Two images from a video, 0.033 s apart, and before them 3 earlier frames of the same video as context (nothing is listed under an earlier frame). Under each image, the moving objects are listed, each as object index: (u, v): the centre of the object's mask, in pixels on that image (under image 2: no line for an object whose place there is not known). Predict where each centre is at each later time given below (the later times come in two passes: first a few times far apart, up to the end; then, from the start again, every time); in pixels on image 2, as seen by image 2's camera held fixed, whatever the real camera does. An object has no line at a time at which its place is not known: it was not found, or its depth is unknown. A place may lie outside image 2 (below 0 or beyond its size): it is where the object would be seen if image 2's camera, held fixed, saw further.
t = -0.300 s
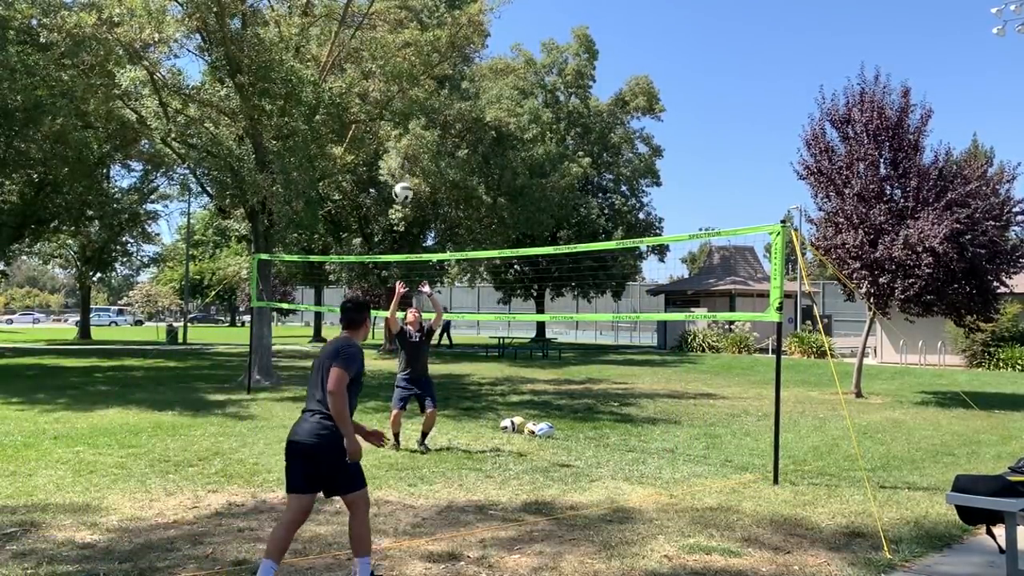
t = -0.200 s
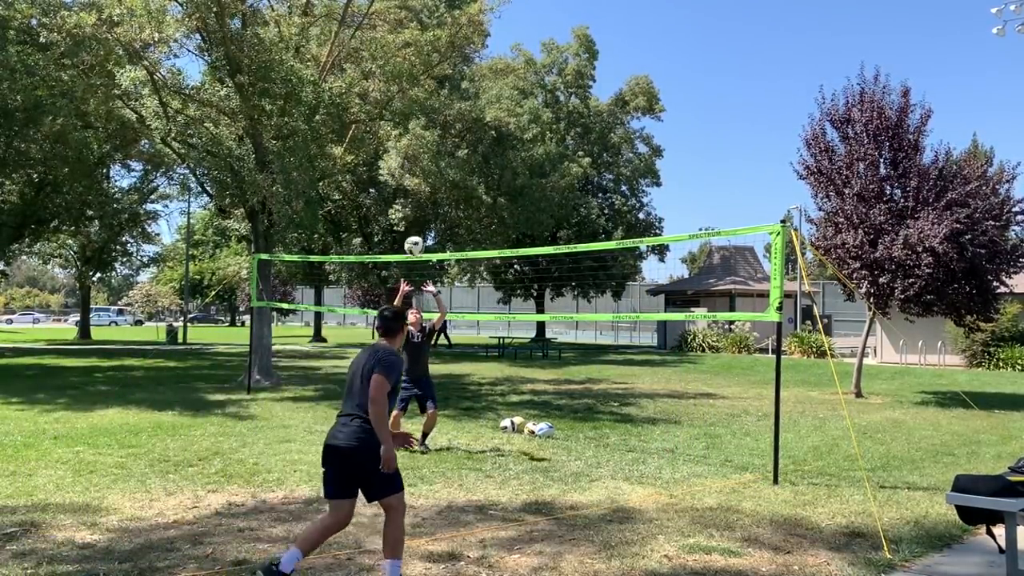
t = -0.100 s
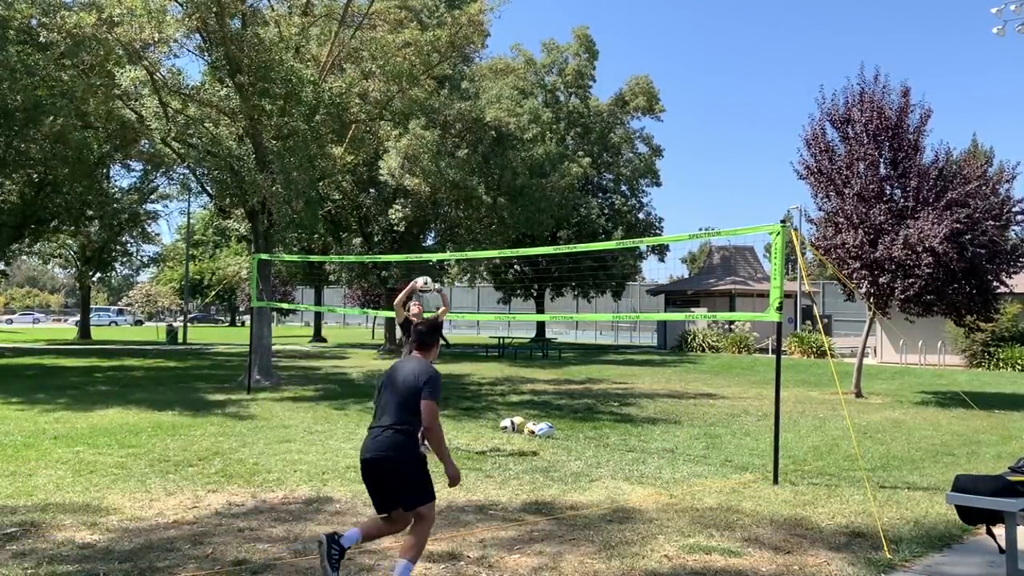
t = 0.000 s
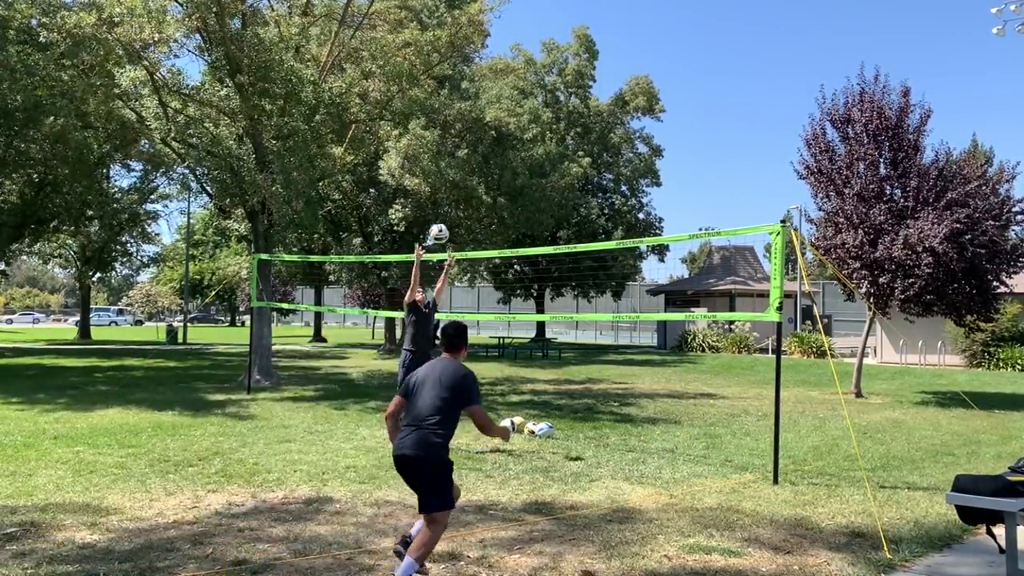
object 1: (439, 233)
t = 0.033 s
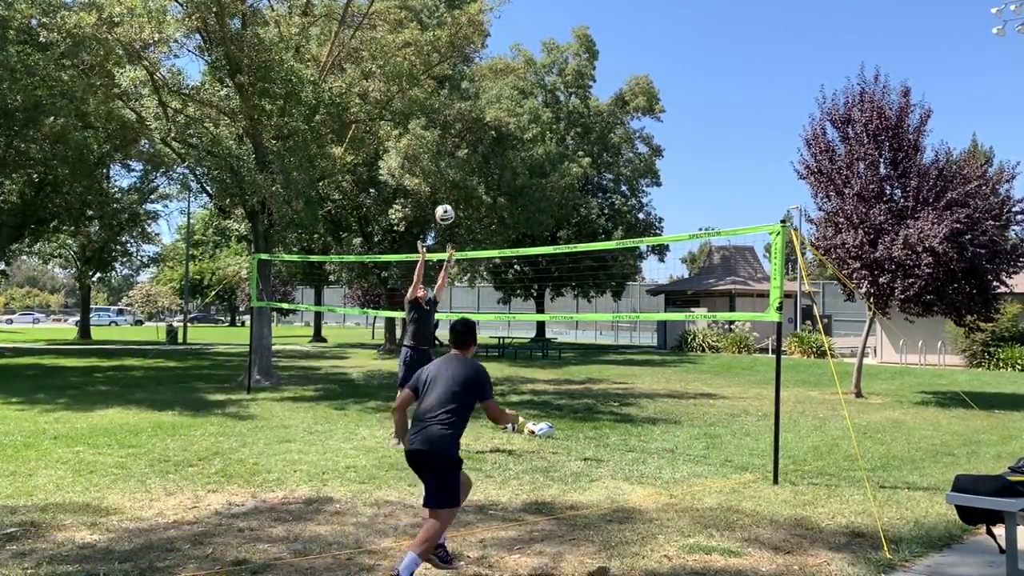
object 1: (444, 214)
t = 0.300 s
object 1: (490, 92)
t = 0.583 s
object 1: (540, 29)
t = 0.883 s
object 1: (592, 40)
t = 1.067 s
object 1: (624, 89)
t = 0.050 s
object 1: (447, 205)
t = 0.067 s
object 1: (450, 196)
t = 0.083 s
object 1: (453, 187)
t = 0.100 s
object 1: (456, 178)
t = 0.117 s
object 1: (459, 170)
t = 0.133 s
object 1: (462, 161)
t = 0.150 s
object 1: (465, 153)
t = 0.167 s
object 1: (468, 146)
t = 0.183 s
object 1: (470, 138)
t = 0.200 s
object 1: (474, 131)
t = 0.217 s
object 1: (476, 124)
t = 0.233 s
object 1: (479, 118)
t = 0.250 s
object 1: (481, 110)
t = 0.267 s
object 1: (484, 104)
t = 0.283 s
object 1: (487, 98)
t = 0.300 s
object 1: (490, 92)
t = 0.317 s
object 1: (493, 86)
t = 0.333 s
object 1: (496, 81)
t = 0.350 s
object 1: (499, 76)
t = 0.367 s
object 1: (502, 70)
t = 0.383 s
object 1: (505, 66)
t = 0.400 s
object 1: (508, 61)
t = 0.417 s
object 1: (511, 57)
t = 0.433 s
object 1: (514, 53)
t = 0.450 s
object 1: (516, 49)
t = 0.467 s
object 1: (520, 46)
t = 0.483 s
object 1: (522, 43)
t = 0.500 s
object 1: (525, 41)
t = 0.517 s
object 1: (528, 38)
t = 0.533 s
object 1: (531, 35)
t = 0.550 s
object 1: (534, 33)
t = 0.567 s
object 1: (537, 31)
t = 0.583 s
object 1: (540, 29)
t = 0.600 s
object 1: (542, 28)
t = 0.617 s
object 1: (545, 27)
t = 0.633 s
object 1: (548, 26)
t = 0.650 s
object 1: (551, 25)
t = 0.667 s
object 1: (553, 25)
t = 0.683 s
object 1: (557, 24)
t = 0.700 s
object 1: (559, 24)
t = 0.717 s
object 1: (562, 25)
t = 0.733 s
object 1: (565, 25)
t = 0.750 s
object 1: (568, 26)
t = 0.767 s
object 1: (571, 27)
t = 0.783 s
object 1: (574, 28)
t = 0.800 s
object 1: (577, 29)
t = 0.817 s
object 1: (580, 31)
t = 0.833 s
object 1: (583, 33)
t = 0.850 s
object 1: (586, 35)
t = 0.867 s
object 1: (589, 38)
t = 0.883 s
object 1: (592, 40)
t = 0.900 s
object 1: (595, 44)
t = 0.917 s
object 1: (598, 47)
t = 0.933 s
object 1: (601, 50)
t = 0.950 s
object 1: (604, 54)
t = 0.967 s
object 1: (607, 59)
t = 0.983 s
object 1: (610, 63)
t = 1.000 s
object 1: (613, 67)
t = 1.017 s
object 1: (615, 73)
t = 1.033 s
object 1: (618, 78)
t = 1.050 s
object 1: (621, 83)
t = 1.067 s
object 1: (624, 89)
